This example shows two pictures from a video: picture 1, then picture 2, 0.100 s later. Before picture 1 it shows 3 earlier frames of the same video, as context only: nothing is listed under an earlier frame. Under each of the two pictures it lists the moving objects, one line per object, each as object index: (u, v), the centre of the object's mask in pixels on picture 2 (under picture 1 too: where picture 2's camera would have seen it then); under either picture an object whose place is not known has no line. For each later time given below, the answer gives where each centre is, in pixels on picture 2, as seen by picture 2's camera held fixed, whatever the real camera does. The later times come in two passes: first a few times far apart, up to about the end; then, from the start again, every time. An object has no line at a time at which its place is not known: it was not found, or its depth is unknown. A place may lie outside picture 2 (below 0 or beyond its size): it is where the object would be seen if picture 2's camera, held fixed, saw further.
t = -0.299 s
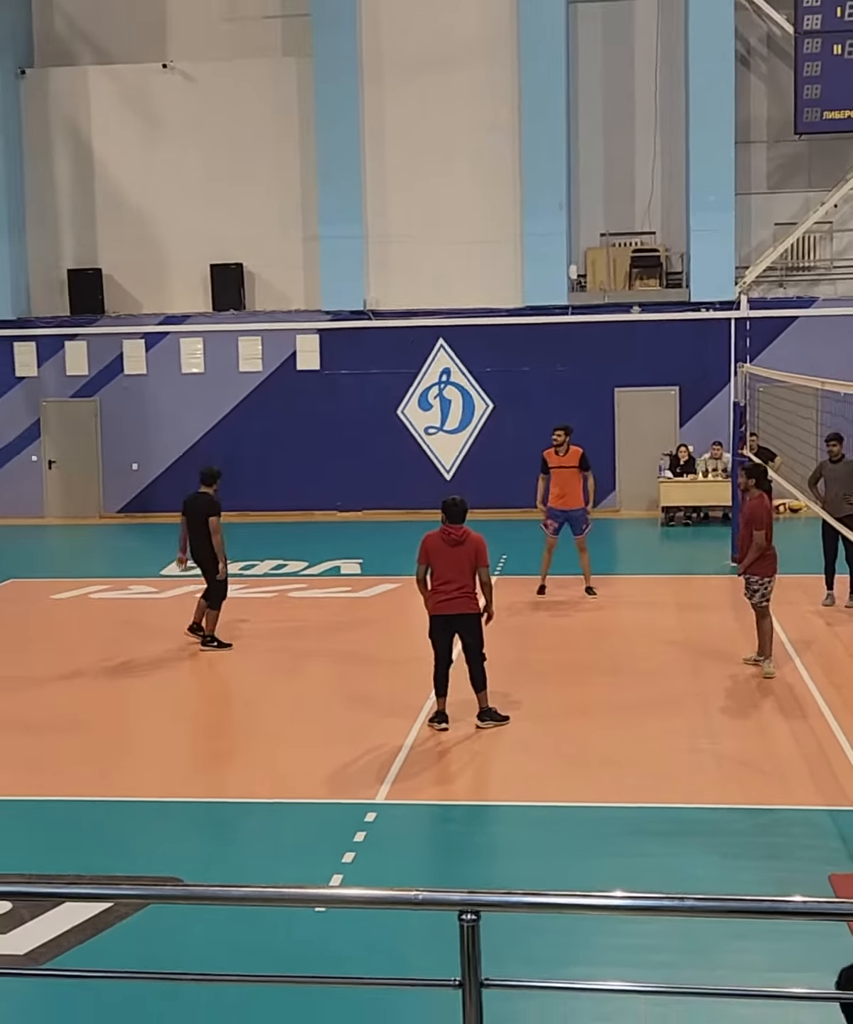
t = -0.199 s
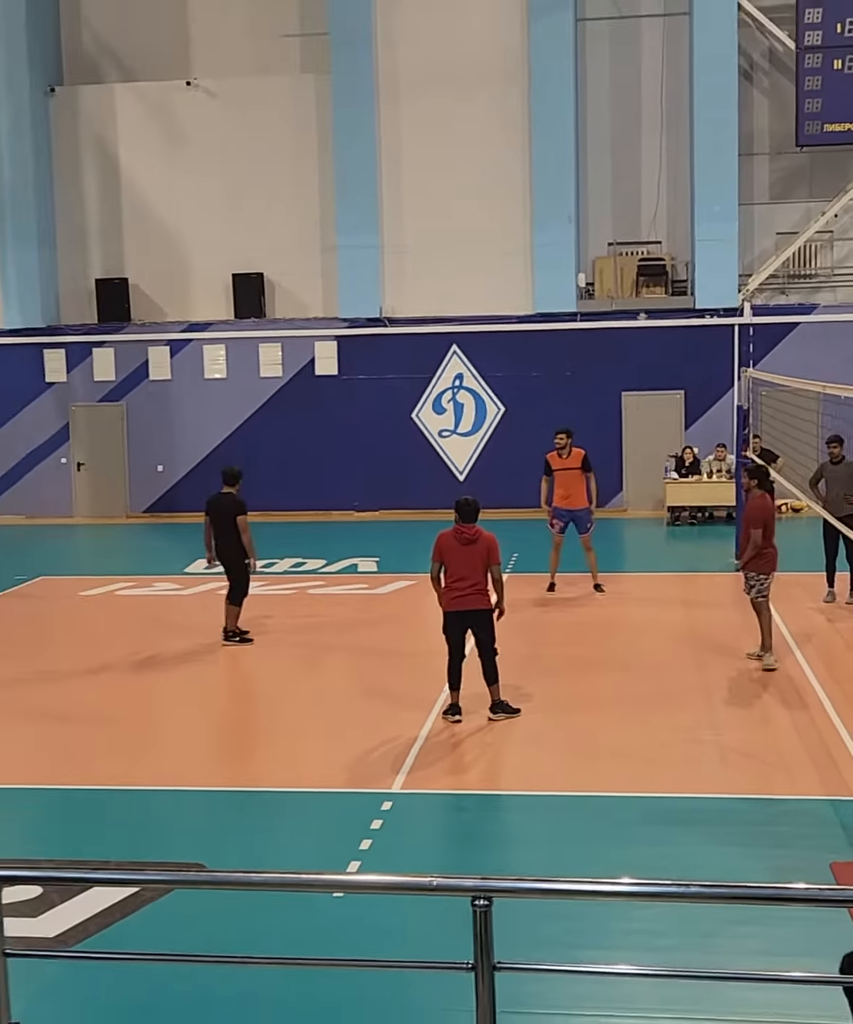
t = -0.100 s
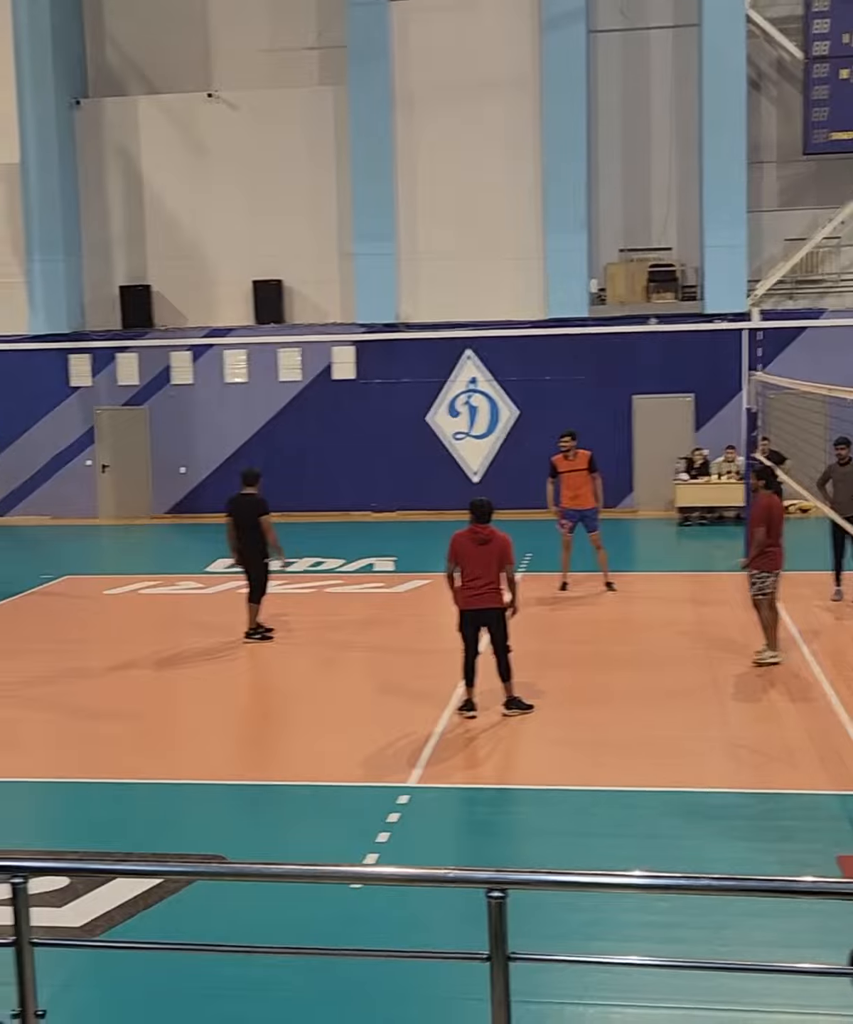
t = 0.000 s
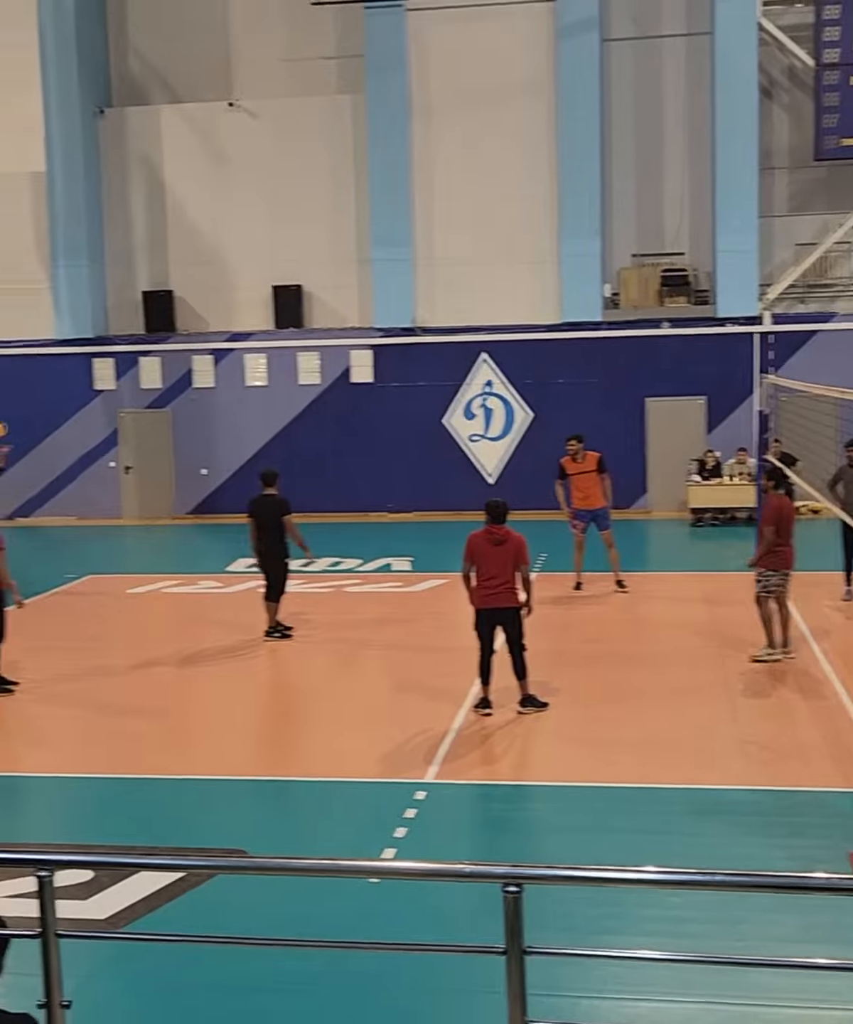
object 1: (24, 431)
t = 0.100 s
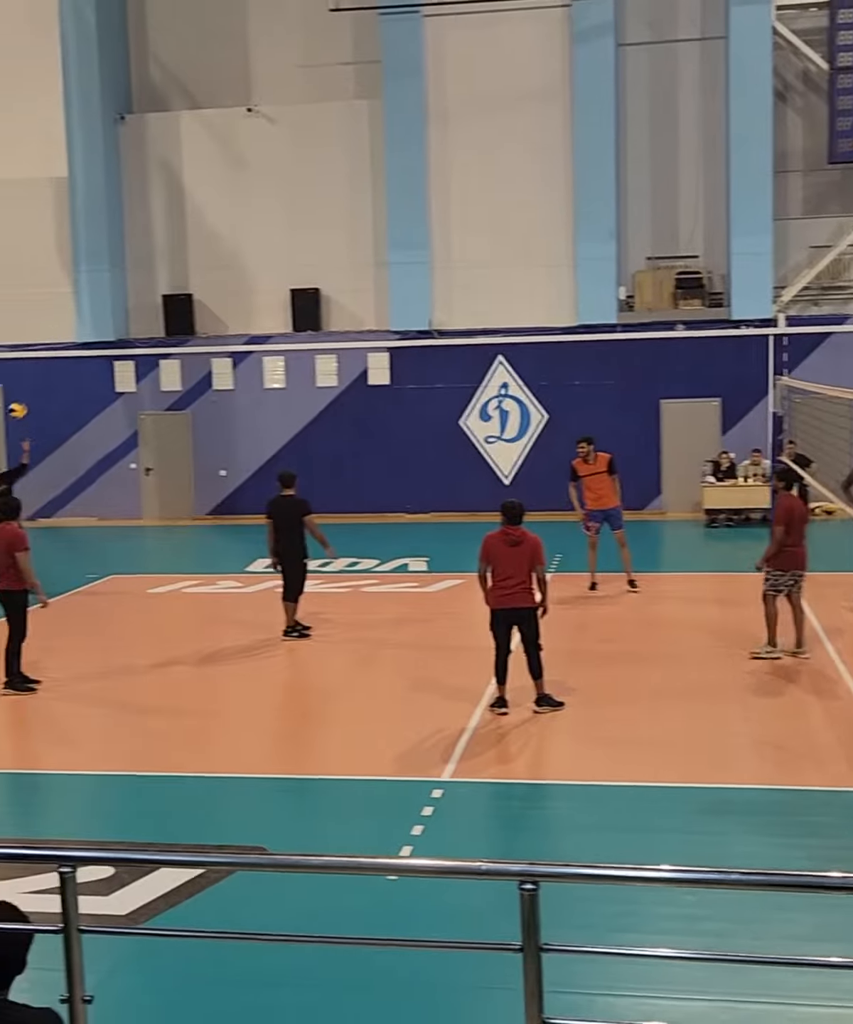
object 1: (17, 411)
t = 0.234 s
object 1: (17, 395)
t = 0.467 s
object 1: (18, 401)
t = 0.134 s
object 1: (17, 405)
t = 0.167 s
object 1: (17, 401)
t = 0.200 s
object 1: (17, 397)
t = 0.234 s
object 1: (17, 395)
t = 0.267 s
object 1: (17, 393)
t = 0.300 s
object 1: (17, 392)
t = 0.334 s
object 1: (18, 393)
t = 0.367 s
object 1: (17, 394)
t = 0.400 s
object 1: (18, 395)
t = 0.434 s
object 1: (18, 397)
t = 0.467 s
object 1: (18, 401)
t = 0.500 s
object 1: (18, 405)
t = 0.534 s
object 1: (17, 410)
